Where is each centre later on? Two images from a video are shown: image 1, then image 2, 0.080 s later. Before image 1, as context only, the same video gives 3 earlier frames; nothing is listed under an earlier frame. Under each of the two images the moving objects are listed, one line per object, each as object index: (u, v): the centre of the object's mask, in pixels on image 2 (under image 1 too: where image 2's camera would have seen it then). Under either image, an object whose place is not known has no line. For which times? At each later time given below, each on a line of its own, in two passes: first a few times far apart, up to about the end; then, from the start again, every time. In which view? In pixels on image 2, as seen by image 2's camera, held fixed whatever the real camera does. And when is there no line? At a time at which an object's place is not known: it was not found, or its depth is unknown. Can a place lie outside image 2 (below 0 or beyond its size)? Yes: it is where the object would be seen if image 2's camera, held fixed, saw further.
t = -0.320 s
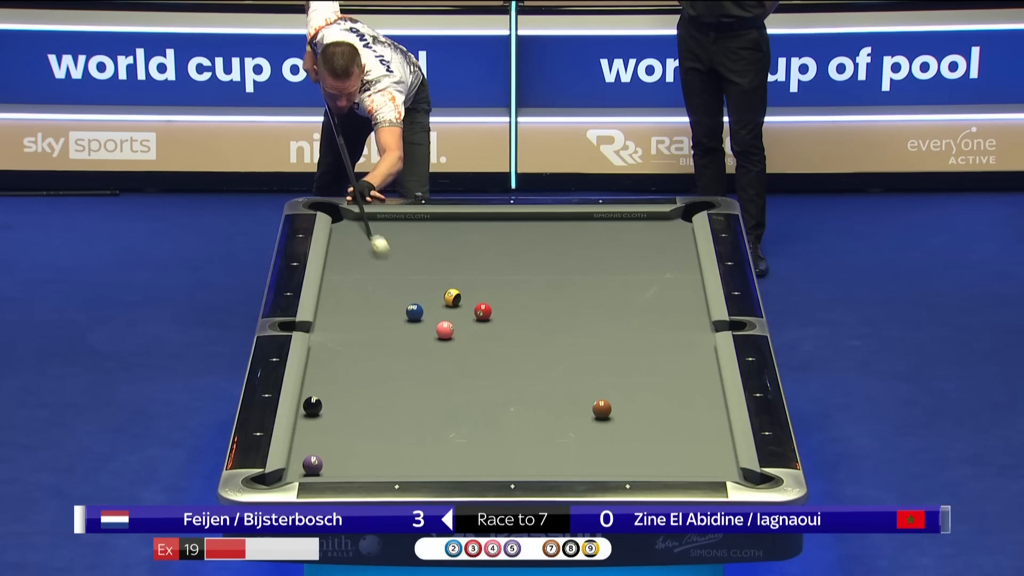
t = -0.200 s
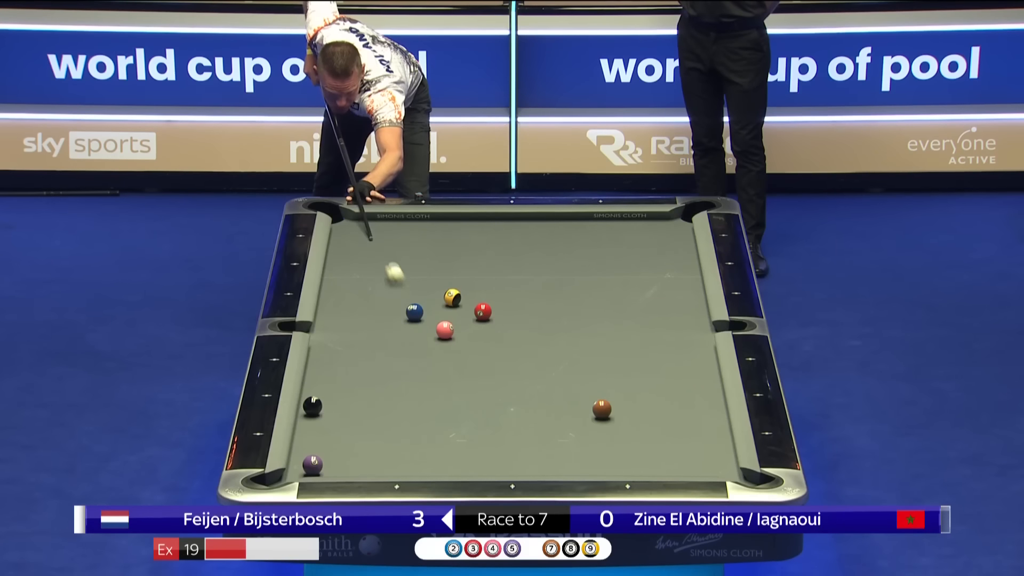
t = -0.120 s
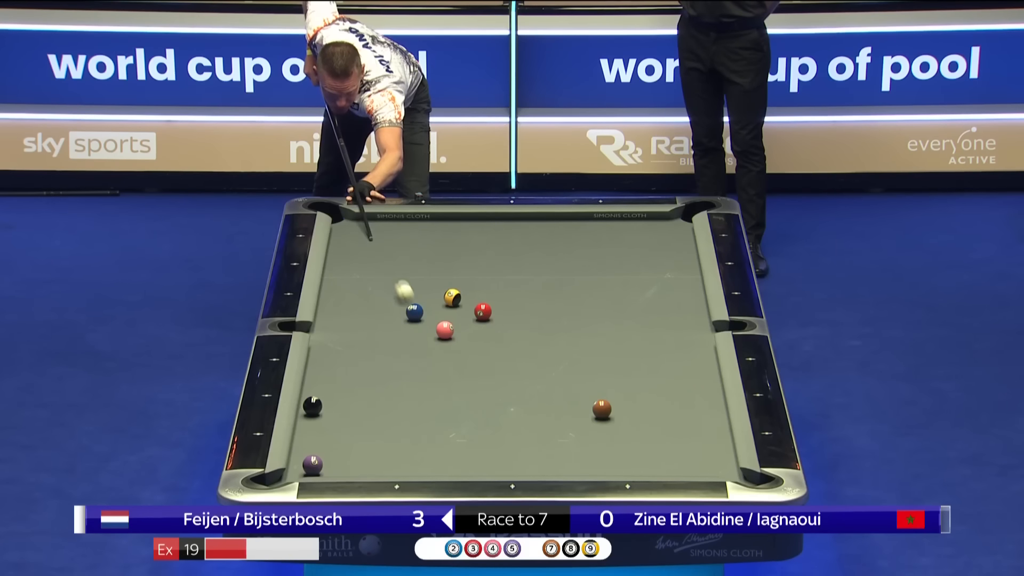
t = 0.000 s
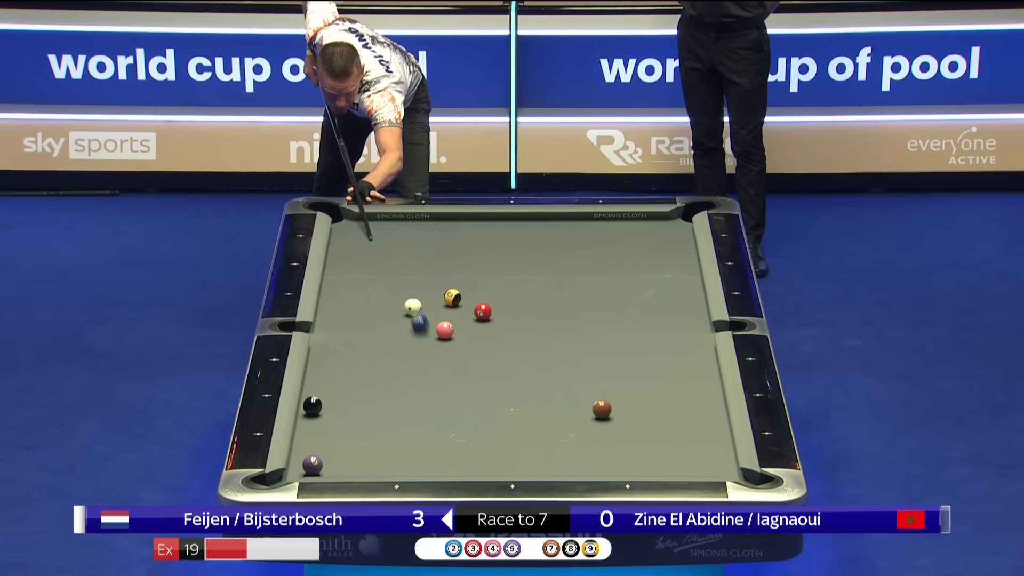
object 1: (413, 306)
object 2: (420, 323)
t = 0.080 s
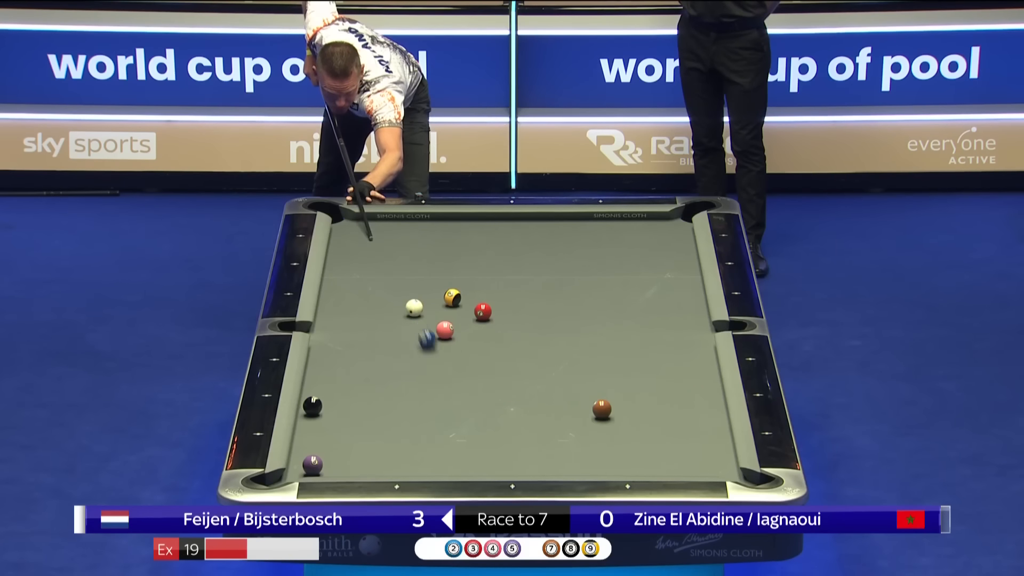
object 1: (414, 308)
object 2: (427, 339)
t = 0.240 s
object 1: (416, 309)
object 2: (442, 370)
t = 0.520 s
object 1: (420, 312)
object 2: (464, 417)
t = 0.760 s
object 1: (423, 314)
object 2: (484, 460)
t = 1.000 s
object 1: (425, 316)
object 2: (501, 457)
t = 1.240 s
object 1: (427, 317)
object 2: (513, 432)
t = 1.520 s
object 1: (429, 318)
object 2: (527, 407)
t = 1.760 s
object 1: (430, 318)
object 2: (537, 387)
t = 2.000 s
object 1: (430, 318)
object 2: (548, 368)
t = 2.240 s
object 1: (430, 319)
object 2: (557, 350)
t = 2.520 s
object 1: (430, 318)
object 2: (568, 330)
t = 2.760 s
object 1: (430, 319)
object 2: (576, 315)
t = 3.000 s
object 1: (430, 319)
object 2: (584, 300)
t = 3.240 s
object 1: (430, 318)
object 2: (591, 286)
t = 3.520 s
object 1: (430, 319)
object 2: (599, 270)
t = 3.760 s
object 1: (430, 318)
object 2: (605, 258)
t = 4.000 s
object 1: (430, 318)
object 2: (611, 246)
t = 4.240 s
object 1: (430, 318)
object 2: (617, 235)
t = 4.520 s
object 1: (430, 318)
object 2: (623, 223)
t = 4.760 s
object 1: (430, 319)
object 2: (627, 219)
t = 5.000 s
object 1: (430, 319)
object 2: (630, 223)
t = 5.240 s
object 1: (430, 319)
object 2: (632, 229)
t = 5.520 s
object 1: (430, 319)
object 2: (635, 234)
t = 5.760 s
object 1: (430, 319)
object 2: (636, 238)
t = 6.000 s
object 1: (430, 319)
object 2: (638, 242)
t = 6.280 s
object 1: (430, 319)
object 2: (641, 246)
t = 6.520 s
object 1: (430, 319)
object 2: (642, 249)
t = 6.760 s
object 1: (430, 319)
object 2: (643, 252)
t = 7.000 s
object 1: (430, 319)
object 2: (644, 254)
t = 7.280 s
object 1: (430, 318)
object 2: (644, 257)
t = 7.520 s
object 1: (430, 319)
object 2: (643, 258)
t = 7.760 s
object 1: (430, 318)
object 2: (644, 259)
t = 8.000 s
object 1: (430, 318)
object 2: (644, 260)
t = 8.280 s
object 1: (430, 318)
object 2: (644, 261)
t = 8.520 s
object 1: (430, 318)
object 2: (644, 261)
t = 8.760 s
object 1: (430, 318)
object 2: (644, 261)
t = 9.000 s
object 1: (430, 318)
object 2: (644, 261)
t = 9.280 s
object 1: (430, 319)
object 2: (644, 261)
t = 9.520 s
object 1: (430, 319)
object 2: (644, 261)
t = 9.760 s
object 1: (430, 319)
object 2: (644, 261)
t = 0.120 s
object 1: (415, 308)
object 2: (431, 348)
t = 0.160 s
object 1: (415, 308)
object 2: (435, 355)
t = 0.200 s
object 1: (416, 309)
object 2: (438, 363)
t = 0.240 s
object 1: (416, 309)
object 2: (442, 370)
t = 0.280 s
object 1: (417, 310)
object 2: (445, 376)
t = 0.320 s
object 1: (418, 310)
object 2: (448, 384)
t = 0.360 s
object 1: (418, 311)
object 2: (451, 390)
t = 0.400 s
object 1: (419, 311)
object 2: (455, 397)
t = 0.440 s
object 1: (419, 311)
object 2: (458, 403)
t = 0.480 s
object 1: (420, 312)
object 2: (461, 410)
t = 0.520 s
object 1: (420, 312)
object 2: (464, 417)
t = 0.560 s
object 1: (421, 313)
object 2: (467, 424)
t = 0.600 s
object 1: (421, 313)
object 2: (471, 431)
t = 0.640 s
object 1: (422, 313)
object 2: (474, 438)
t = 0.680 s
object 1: (422, 313)
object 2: (477, 445)
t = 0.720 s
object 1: (423, 314)
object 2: (481, 452)
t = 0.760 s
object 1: (423, 314)
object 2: (484, 460)
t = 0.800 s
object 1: (423, 314)
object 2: (488, 466)
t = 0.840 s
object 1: (424, 315)
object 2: (491, 470)
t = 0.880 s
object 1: (424, 315)
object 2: (494, 469)
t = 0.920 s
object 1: (425, 315)
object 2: (496, 465)
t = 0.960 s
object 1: (425, 315)
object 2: (498, 462)
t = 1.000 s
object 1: (425, 316)
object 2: (501, 457)
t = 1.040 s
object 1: (426, 316)
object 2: (503, 452)
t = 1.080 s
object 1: (426, 316)
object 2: (505, 448)
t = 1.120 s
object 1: (426, 317)
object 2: (507, 444)
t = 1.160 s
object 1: (427, 317)
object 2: (509, 440)
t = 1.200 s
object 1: (427, 317)
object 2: (511, 436)
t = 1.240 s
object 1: (427, 317)
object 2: (513, 432)
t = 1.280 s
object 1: (427, 317)
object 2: (515, 428)
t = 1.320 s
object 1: (428, 317)
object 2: (517, 425)
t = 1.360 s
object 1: (428, 317)
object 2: (519, 421)
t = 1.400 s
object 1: (428, 317)
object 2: (521, 418)
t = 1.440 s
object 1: (429, 317)
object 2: (523, 414)
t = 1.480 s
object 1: (429, 318)
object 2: (525, 410)
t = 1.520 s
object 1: (429, 318)
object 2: (527, 407)
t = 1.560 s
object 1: (429, 318)
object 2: (528, 404)
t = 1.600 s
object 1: (429, 318)
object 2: (530, 400)
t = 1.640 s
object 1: (429, 318)
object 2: (532, 397)
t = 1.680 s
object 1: (429, 318)
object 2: (534, 393)
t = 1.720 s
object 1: (430, 318)
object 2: (536, 390)
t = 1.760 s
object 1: (430, 318)
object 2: (537, 387)
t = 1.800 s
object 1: (430, 318)
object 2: (539, 384)
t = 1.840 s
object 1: (430, 318)
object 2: (541, 380)
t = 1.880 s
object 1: (430, 318)
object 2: (543, 377)
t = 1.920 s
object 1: (430, 318)
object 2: (544, 374)
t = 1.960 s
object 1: (430, 318)
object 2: (546, 371)
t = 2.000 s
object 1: (430, 318)
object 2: (548, 368)
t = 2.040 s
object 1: (430, 318)
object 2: (549, 365)
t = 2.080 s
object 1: (430, 318)
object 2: (551, 362)
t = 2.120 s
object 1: (430, 318)
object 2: (553, 359)
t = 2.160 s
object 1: (430, 318)
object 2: (554, 356)
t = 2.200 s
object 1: (430, 319)
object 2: (556, 353)
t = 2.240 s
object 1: (430, 319)
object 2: (557, 350)
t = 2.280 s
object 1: (430, 318)
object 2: (559, 347)
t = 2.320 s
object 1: (430, 319)
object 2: (560, 344)
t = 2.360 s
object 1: (430, 319)
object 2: (562, 341)
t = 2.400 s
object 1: (430, 319)
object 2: (563, 339)
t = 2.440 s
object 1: (430, 319)
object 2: (565, 336)
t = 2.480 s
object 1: (430, 318)
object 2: (566, 333)
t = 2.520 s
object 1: (430, 318)
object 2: (568, 330)
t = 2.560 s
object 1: (430, 318)
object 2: (569, 328)
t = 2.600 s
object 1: (430, 319)
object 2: (571, 325)
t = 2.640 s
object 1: (430, 319)
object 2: (572, 322)
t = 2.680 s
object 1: (430, 318)
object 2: (573, 320)
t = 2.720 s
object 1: (430, 319)
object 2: (575, 317)
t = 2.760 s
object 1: (430, 319)
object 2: (576, 315)
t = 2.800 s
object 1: (430, 319)
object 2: (577, 312)
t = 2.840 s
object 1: (430, 319)
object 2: (579, 309)
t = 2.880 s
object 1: (430, 318)
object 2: (580, 307)
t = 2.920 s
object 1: (430, 318)
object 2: (581, 305)
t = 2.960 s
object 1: (430, 319)
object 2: (583, 302)
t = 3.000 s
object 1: (430, 319)
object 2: (584, 300)
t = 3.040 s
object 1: (430, 319)
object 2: (585, 297)
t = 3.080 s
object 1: (430, 318)
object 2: (586, 295)
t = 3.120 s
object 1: (430, 318)
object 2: (588, 293)
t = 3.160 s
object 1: (430, 318)
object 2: (589, 290)
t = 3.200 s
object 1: (430, 319)
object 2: (590, 288)
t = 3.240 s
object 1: (430, 318)
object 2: (591, 286)
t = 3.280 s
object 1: (430, 319)
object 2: (592, 284)
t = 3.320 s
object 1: (430, 319)
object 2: (593, 281)
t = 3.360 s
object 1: (430, 319)
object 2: (595, 279)
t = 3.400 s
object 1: (430, 319)
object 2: (596, 277)
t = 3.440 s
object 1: (430, 319)
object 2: (597, 275)
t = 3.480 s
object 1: (430, 319)
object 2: (598, 272)
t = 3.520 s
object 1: (430, 319)
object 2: (599, 270)
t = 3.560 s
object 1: (430, 319)
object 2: (600, 268)
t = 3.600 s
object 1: (430, 319)
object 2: (601, 266)
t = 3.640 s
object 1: (430, 319)
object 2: (602, 264)
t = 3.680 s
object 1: (430, 318)
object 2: (603, 262)
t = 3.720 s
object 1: (430, 318)
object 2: (604, 260)
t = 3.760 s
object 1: (430, 318)
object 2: (605, 258)
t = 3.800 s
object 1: (430, 318)
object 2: (607, 256)
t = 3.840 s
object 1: (430, 318)
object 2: (607, 254)
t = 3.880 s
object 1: (430, 318)
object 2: (608, 252)
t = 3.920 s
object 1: (430, 318)
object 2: (609, 250)
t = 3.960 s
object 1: (430, 318)
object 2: (610, 248)
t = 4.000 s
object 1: (430, 318)
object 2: (611, 246)
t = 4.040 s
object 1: (430, 318)
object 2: (612, 244)
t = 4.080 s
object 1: (430, 318)
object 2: (613, 243)
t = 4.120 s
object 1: (430, 318)
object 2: (614, 241)
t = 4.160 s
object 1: (430, 318)
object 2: (615, 239)
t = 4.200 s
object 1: (430, 318)
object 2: (616, 237)
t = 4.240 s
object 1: (430, 318)
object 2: (617, 235)
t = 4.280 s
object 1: (430, 318)
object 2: (618, 233)
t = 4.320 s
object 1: (430, 318)
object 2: (618, 232)
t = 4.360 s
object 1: (430, 318)
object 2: (619, 230)
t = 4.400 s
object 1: (430, 318)
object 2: (620, 228)
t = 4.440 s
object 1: (430, 318)
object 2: (621, 227)
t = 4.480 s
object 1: (430, 318)
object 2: (622, 225)
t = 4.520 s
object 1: (430, 318)
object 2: (623, 223)
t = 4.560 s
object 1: (430, 318)
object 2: (623, 222)
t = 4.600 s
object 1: (430, 318)
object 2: (624, 220)
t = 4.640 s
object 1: (430, 318)
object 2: (625, 218)
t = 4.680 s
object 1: (430, 318)
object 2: (626, 217)
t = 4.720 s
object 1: (430, 318)
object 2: (626, 218)
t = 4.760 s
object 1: (430, 319)
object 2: (627, 219)
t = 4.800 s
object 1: (430, 318)
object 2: (627, 219)
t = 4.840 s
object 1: (430, 319)
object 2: (628, 220)
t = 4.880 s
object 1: (430, 319)
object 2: (628, 221)
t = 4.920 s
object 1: (430, 319)
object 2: (629, 222)
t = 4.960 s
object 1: (430, 319)
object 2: (629, 223)
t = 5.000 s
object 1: (430, 319)
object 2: (630, 223)
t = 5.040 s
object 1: (430, 319)
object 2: (630, 224)
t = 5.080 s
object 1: (430, 319)
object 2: (630, 225)
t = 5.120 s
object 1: (430, 319)
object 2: (631, 226)
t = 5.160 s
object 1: (430, 319)
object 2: (631, 227)
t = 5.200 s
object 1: (430, 319)
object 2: (632, 228)
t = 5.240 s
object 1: (430, 319)
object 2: (632, 229)
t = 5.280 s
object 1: (430, 319)
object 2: (632, 230)
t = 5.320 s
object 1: (430, 319)
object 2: (633, 230)
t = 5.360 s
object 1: (430, 319)
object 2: (633, 231)
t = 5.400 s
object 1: (430, 319)
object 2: (633, 232)
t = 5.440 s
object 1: (430, 319)
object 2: (634, 233)
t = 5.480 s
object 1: (430, 319)
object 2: (634, 233)
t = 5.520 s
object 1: (430, 319)
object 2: (635, 234)
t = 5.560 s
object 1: (430, 319)
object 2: (635, 235)
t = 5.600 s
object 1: (430, 319)
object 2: (635, 235)
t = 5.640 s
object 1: (430, 319)
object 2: (635, 236)
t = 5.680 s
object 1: (430, 319)
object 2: (636, 237)
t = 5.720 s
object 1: (430, 318)
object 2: (636, 238)
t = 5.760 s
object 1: (430, 319)
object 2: (636, 238)
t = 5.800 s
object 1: (430, 318)
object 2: (637, 239)
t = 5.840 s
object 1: (430, 319)
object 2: (637, 240)
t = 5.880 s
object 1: (430, 318)
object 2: (637, 240)
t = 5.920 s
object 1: (430, 318)
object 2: (637, 241)
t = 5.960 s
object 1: (430, 319)
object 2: (638, 242)
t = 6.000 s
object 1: (430, 319)
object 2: (638, 242)
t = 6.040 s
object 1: (430, 319)
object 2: (639, 243)
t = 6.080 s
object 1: (430, 319)
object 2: (639, 243)
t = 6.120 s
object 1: (430, 319)
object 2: (639, 244)
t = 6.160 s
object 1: (430, 319)
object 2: (640, 245)
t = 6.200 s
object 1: (430, 319)
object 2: (640, 245)
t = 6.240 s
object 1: (430, 319)
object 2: (640, 246)
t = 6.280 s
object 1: (430, 319)
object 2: (641, 246)
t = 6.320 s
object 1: (430, 319)
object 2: (641, 247)
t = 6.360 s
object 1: (430, 319)
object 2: (641, 247)
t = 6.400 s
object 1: (430, 319)
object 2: (642, 248)
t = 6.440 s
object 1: (430, 319)
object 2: (642, 248)
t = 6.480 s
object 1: (430, 319)
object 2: (642, 249)
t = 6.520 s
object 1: (430, 319)
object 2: (642, 249)
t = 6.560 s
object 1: (430, 319)
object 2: (642, 250)
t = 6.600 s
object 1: (430, 319)
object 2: (643, 250)
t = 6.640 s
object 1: (430, 319)
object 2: (643, 251)
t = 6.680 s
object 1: (430, 319)
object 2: (643, 251)
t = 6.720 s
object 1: (430, 319)
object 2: (643, 252)
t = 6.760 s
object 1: (430, 319)
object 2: (643, 252)
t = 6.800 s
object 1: (430, 318)
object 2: (643, 253)
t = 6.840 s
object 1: (430, 319)
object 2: (643, 253)
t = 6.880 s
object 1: (430, 319)
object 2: (643, 253)
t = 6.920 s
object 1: (430, 319)
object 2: (644, 254)
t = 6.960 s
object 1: (430, 319)
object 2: (644, 254)
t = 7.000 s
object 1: (430, 319)
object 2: (644, 254)
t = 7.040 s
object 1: (430, 318)
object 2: (644, 255)
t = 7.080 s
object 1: (430, 319)
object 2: (644, 255)
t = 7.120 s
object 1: (430, 318)
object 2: (644, 256)
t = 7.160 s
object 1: (430, 319)
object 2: (644, 256)
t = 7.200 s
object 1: (430, 318)
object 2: (644, 256)
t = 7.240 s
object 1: (430, 318)
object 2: (644, 257)
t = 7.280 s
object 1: (430, 318)
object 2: (644, 257)
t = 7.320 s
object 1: (430, 318)
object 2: (644, 257)
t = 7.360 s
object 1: (430, 318)
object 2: (643, 257)
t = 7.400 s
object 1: (430, 319)
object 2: (643, 258)
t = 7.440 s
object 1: (430, 319)
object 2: (643, 258)
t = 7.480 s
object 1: (430, 319)
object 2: (643, 258)
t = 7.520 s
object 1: (430, 319)
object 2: (643, 258)
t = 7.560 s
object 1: (430, 318)
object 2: (643, 258)
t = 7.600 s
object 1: (430, 318)
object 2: (643, 259)
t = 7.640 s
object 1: (430, 319)
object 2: (643, 259)
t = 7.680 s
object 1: (430, 319)
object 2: (643, 259)
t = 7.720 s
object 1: (430, 319)
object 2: (643, 259)
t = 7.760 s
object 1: (430, 318)
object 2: (644, 259)
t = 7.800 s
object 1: (430, 318)
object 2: (644, 260)
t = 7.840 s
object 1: (430, 318)
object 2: (644, 260)
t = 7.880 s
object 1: (430, 318)
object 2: (644, 260)
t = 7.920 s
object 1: (430, 319)
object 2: (644, 260)
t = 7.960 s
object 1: (430, 318)
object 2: (644, 260)
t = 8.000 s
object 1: (430, 318)
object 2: (644, 260)
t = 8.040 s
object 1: (430, 318)
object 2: (644, 260)
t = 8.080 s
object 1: (430, 318)
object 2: (644, 260)
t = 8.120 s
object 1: (430, 318)
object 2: (644, 261)
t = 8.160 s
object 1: (430, 319)
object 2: (644, 261)
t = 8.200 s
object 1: (430, 318)
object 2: (644, 261)
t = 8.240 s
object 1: (430, 318)
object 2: (644, 261)
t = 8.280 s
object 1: (430, 318)
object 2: (644, 261)
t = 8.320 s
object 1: (430, 318)
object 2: (644, 261)
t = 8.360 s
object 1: (430, 318)
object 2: (644, 261)
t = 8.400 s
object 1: (430, 318)
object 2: (644, 261)
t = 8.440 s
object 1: (430, 319)
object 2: (644, 261)
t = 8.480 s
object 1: (430, 319)
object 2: (644, 261)
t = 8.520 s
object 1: (430, 318)
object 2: (644, 261)
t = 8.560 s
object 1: (430, 318)
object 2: (644, 261)
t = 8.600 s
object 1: (430, 318)
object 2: (644, 261)
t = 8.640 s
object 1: (430, 319)
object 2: (644, 261)
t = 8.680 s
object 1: (430, 319)
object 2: (644, 261)
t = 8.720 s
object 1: (430, 319)
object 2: (644, 261)
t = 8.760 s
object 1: (430, 318)
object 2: (644, 261)
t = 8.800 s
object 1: (430, 319)
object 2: (644, 261)
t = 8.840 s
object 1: (430, 319)
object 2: (644, 261)
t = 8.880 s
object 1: (430, 318)
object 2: (644, 261)
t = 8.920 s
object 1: (430, 319)
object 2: (644, 261)
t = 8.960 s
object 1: (430, 318)
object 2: (644, 261)
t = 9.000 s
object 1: (430, 318)
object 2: (644, 261)
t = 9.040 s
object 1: (430, 319)
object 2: (644, 261)
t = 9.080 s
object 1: (430, 318)
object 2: (644, 261)
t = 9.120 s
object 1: (430, 318)
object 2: (644, 261)
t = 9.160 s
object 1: (430, 318)
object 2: (644, 261)
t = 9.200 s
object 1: (430, 319)
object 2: (644, 261)
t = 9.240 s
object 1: (430, 318)
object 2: (644, 261)
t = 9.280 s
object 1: (430, 319)
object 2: (644, 261)
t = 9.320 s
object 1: (430, 318)
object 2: (644, 261)
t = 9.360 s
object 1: (430, 318)
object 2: (644, 261)
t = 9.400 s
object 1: (430, 318)
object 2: (644, 261)
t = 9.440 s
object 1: (430, 319)
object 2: (644, 261)
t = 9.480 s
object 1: (430, 318)
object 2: (644, 261)
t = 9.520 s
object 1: (430, 319)
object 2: (644, 261)
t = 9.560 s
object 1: (430, 319)
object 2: (644, 261)
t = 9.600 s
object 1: (430, 318)
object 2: (644, 261)
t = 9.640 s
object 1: (430, 318)
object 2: (644, 261)
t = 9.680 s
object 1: (430, 319)
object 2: (644, 261)
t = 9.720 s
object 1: (430, 318)
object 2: (644, 261)
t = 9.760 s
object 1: (430, 319)
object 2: (644, 261)
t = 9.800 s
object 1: (430, 318)
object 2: (644, 261)
